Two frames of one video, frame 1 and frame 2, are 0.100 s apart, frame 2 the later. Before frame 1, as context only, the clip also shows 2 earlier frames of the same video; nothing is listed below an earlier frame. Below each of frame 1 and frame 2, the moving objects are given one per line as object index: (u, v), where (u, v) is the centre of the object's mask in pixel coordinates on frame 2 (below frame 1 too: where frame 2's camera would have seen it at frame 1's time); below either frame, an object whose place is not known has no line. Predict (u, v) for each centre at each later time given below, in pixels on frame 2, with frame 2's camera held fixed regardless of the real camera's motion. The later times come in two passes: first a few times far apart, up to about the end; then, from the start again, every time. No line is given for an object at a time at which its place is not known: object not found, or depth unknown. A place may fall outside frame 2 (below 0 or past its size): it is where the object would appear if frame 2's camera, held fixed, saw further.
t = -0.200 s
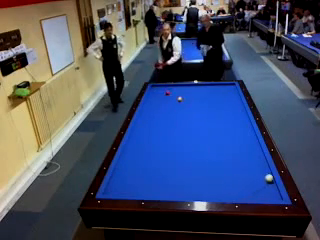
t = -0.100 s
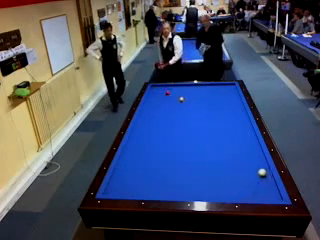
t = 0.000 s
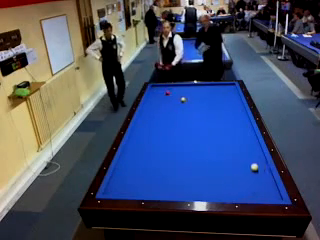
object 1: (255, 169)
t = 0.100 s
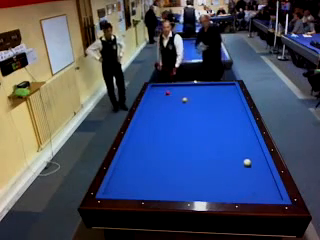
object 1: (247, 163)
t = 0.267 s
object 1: (236, 154)
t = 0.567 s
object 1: (219, 143)
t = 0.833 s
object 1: (206, 134)
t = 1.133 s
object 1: (194, 125)
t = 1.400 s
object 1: (184, 118)
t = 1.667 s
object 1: (175, 113)
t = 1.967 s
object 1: (166, 106)
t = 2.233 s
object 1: (160, 102)
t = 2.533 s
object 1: (152, 97)
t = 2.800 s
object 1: (149, 93)
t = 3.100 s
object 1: (154, 91)
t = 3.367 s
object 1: (158, 88)
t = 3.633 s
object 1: (162, 86)
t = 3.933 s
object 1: (165, 85)
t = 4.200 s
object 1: (166, 86)
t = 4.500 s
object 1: (167, 87)
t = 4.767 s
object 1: (169, 89)
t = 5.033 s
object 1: (170, 89)
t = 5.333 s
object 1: (172, 90)
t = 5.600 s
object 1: (173, 92)
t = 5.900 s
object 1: (174, 93)
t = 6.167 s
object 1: (174, 94)
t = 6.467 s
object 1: (176, 95)
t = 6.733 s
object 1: (177, 95)
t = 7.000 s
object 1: (178, 96)
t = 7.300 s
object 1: (179, 98)
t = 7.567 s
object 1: (180, 98)
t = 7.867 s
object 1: (181, 99)
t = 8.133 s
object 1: (181, 99)
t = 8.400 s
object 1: (181, 100)
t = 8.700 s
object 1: (182, 100)
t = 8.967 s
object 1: (182, 100)
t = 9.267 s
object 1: (183, 101)
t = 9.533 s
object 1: (183, 101)
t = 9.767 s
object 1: (184, 101)
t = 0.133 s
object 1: (245, 160)
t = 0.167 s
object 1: (242, 159)
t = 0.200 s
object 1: (241, 157)
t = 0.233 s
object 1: (238, 156)
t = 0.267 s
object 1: (236, 154)
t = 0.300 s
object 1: (234, 153)
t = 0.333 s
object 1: (232, 151)
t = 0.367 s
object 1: (230, 150)
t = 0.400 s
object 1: (228, 149)
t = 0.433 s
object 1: (226, 148)
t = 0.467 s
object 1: (224, 147)
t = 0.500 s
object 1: (222, 145)
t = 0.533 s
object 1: (220, 144)
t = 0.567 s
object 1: (219, 143)
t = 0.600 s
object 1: (217, 142)
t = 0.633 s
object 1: (216, 140)
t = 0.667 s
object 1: (214, 139)
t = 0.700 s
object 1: (212, 138)
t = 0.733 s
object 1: (211, 137)
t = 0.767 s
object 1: (209, 136)
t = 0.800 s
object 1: (207, 135)
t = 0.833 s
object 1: (206, 134)
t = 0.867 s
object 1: (204, 133)
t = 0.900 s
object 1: (203, 132)
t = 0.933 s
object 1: (201, 131)
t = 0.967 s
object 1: (200, 130)
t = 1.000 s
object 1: (199, 129)
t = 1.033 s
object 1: (197, 128)
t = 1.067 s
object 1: (196, 127)
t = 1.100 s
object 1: (195, 126)
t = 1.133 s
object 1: (194, 125)
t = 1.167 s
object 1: (192, 124)
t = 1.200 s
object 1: (191, 123)
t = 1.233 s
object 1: (189, 122)
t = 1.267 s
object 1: (188, 122)
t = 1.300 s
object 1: (187, 121)
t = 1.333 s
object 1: (186, 120)
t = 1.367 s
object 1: (185, 119)
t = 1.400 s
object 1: (184, 118)
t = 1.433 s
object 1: (182, 118)
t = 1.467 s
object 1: (181, 117)
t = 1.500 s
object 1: (180, 116)
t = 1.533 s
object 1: (179, 115)
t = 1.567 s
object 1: (178, 114)
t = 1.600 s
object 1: (177, 114)
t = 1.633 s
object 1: (176, 113)
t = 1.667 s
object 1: (175, 113)
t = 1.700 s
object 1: (174, 112)
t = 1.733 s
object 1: (173, 111)
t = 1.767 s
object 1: (172, 110)
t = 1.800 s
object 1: (171, 110)
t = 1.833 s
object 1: (170, 109)
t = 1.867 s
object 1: (169, 108)
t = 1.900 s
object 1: (168, 108)
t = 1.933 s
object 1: (167, 107)
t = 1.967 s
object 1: (166, 106)
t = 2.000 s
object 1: (165, 106)
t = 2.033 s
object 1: (165, 105)
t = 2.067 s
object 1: (164, 105)
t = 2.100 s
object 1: (163, 104)
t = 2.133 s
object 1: (162, 104)
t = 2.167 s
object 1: (161, 103)
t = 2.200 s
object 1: (161, 102)
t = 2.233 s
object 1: (160, 102)
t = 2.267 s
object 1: (159, 101)
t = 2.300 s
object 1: (158, 101)
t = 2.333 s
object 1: (157, 100)
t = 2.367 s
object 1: (156, 100)
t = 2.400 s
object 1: (156, 99)
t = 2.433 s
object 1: (155, 99)
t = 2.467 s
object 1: (154, 98)
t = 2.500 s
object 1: (153, 98)
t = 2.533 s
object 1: (152, 97)
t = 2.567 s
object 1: (152, 97)
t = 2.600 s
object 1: (151, 96)
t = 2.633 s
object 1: (151, 96)
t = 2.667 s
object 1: (150, 95)
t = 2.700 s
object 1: (149, 94)
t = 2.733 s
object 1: (149, 94)
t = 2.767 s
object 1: (149, 94)
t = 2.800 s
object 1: (149, 93)
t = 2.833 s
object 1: (150, 93)
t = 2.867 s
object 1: (150, 93)
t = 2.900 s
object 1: (151, 92)
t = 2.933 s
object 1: (152, 92)
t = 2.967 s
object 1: (152, 92)
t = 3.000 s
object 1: (153, 92)
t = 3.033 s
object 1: (153, 91)
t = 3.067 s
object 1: (154, 91)
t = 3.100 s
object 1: (154, 91)
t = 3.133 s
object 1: (155, 90)
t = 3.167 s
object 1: (156, 90)
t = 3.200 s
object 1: (156, 90)
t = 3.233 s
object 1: (156, 89)
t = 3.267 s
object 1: (157, 89)
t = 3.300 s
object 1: (157, 89)
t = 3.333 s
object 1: (158, 88)
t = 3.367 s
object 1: (158, 88)
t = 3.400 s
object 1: (159, 88)
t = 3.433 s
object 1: (159, 88)
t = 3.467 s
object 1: (160, 87)
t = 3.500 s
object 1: (160, 87)
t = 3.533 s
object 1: (161, 87)
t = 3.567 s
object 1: (161, 86)
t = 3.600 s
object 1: (162, 86)
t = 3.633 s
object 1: (162, 86)
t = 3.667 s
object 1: (163, 85)
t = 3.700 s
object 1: (163, 85)
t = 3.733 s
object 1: (164, 85)
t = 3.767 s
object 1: (164, 85)
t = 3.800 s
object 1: (164, 85)
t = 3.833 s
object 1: (164, 85)
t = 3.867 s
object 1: (164, 85)
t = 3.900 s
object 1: (165, 85)
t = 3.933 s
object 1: (165, 85)
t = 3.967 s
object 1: (165, 85)
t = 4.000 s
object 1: (165, 86)
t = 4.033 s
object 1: (165, 86)
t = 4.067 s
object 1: (165, 86)
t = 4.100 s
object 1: (166, 86)
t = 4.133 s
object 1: (166, 86)
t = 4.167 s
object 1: (166, 86)
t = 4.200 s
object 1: (166, 86)
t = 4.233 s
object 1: (166, 87)
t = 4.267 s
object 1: (167, 87)
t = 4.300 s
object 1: (167, 87)
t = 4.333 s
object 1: (167, 87)
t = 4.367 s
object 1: (167, 87)
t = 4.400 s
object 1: (167, 87)
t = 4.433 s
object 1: (167, 87)
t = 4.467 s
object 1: (167, 87)
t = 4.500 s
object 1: (167, 87)
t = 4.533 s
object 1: (168, 88)
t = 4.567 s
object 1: (168, 88)
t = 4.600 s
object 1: (168, 88)
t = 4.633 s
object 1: (168, 88)
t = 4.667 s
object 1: (168, 88)
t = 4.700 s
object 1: (168, 88)
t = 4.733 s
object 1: (169, 89)
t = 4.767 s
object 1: (169, 89)
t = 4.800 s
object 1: (169, 89)
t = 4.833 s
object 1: (169, 89)
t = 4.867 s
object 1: (170, 89)
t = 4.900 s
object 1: (170, 89)
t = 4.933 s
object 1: (170, 89)
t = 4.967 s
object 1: (170, 89)
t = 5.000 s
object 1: (170, 89)
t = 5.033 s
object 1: (170, 89)
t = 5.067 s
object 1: (170, 89)
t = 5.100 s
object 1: (170, 89)
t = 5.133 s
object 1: (170, 89)
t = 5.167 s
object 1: (171, 90)
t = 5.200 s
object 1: (171, 90)
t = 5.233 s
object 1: (171, 90)
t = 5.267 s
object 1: (171, 90)
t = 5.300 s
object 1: (172, 90)
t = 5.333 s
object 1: (172, 90)
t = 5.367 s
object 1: (172, 90)
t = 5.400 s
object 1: (172, 90)
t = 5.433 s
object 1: (172, 91)
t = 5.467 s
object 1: (172, 91)
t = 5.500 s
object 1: (172, 91)
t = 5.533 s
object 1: (172, 92)
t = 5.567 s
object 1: (173, 92)
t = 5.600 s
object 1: (173, 92)
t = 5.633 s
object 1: (173, 92)
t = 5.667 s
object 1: (173, 92)
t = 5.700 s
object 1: (173, 92)
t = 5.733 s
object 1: (173, 92)
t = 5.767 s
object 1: (173, 92)
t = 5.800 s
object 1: (174, 93)
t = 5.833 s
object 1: (174, 93)
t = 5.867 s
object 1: (174, 93)
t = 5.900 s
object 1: (174, 93)
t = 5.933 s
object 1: (174, 93)
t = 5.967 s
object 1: (174, 93)
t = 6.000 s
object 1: (174, 93)
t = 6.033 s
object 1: (174, 93)
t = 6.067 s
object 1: (174, 93)
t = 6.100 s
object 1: (174, 93)
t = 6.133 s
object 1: (174, 94)
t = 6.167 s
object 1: (174, 94)
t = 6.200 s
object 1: (175, 94)
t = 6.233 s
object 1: (175, 94)
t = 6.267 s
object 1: (175, 94)
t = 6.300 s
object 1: (175, 94)
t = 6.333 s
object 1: (176, 94)
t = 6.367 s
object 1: (176, 94)
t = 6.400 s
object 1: (176, 94)
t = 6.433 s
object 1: (176, 94)
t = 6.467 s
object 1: (176, 95)
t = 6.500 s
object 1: (176, 95)
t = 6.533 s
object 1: (176, 95)
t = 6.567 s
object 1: (176, 95)
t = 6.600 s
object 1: (176, 95)
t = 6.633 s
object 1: (176, 95)
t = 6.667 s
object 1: (176, 95)
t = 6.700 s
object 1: (177, 95)
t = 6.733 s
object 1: (177, 95)
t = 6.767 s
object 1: (177, 96)
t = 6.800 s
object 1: (177, 96)
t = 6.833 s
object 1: (177, 96)
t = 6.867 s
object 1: (177, 96)
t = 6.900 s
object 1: (178, 96)
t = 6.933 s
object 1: (178, 96)
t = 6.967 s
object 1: (178, 96)
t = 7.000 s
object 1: (178, 96)
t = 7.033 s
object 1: (178, 96)
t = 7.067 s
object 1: (178, 97)
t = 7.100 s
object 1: (178, 97)
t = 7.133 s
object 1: (178, 97)
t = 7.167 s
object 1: (178, 97)
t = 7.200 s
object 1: (179, 97)
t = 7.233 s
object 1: (179, 97)
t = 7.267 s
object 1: (179, 97)
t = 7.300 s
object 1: (179, 98)
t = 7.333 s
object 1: (179, 98)
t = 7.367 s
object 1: (179, 98)
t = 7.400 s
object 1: (179, 98)
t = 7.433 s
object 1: (179, 98)
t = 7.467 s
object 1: (180, 98)
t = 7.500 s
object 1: (180, 98)
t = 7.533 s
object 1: (180, 98)
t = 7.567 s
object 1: (180, 98)
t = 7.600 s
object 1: (180, 98)
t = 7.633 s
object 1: (180, 98)
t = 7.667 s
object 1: (180, 98)
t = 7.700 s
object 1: (180, 99)
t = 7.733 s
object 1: (180, 99)
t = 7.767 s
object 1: (180, 99)
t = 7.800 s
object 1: (181, 99)
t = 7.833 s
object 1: (181, 99)
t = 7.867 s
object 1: (181, 99)
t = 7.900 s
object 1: (181, 99)
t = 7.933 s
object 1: (181, 99)
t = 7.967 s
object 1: (181, 99)
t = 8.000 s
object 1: (181, 99)
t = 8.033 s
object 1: (181, 99)
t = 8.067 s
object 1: (181, 99)
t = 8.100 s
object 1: (181, 99)
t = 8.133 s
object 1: (181, 99)
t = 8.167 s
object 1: (181, 99)
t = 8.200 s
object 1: (181, 100)
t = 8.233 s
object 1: (181, 100)
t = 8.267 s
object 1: (181, 100)
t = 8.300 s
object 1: (181, 100)
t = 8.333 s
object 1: (181, 100)
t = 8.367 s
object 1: (181, 100)
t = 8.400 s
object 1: (181, 100)
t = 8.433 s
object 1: (181, 100)
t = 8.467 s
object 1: (182, 100)
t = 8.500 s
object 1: (182, 100)
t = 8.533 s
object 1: (182, 100)
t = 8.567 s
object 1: (182, 100)
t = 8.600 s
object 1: (182, 100)
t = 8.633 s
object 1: (182, 100)
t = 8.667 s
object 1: (182, 100)
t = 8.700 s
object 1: (182, 100)
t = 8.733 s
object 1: (182, 100)
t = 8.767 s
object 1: (182, 100)
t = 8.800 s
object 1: (182, 100)
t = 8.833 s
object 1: (182, 100)
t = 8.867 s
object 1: (182, 100)
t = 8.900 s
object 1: (182, 100)
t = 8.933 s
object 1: (182, 100)
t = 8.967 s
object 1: (182, 100)
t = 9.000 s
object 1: (182, 100)
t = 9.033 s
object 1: (182, 100)
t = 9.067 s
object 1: (182, 100)
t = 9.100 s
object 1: (182, 100)
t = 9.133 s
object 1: (182, 100)
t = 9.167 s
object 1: (182, 100)
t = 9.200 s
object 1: (183, 101)
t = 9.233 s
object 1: (183, 101)
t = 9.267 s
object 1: (183, 101)
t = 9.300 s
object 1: (183, 101)
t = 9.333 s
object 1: (183, 101)
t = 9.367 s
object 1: (183, 101)
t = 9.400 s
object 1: (183, 101)
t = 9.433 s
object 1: (183, 101)
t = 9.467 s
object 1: (183, 101)
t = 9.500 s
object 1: (183, 101)
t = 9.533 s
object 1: (183, 101)
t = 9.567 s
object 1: (183, 101)
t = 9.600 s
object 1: (184, 101)
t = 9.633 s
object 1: (184, 101)
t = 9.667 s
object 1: (184, 101)
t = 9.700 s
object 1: (183, 101)
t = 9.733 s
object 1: (184, 101)
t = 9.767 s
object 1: (184, 101)
